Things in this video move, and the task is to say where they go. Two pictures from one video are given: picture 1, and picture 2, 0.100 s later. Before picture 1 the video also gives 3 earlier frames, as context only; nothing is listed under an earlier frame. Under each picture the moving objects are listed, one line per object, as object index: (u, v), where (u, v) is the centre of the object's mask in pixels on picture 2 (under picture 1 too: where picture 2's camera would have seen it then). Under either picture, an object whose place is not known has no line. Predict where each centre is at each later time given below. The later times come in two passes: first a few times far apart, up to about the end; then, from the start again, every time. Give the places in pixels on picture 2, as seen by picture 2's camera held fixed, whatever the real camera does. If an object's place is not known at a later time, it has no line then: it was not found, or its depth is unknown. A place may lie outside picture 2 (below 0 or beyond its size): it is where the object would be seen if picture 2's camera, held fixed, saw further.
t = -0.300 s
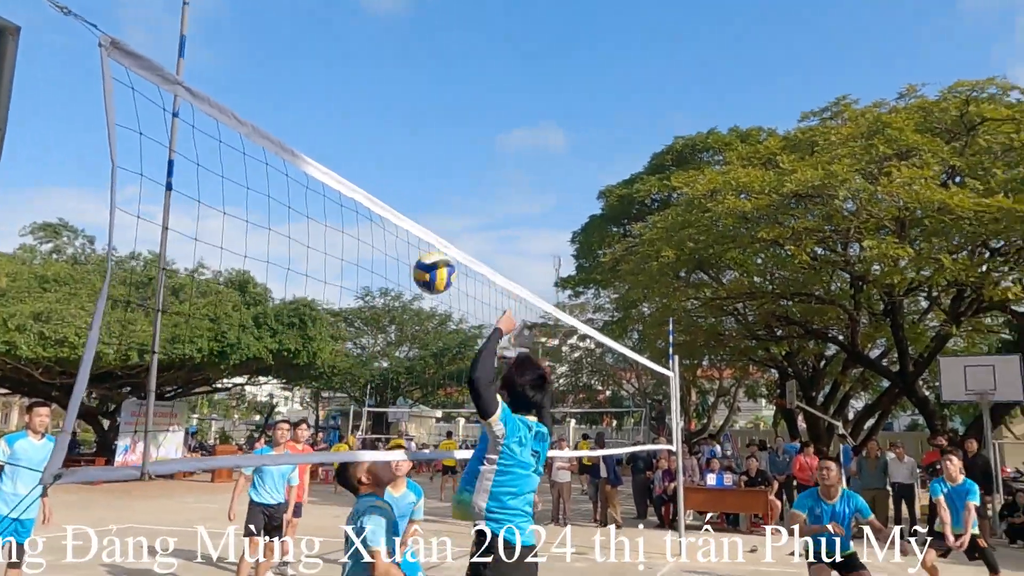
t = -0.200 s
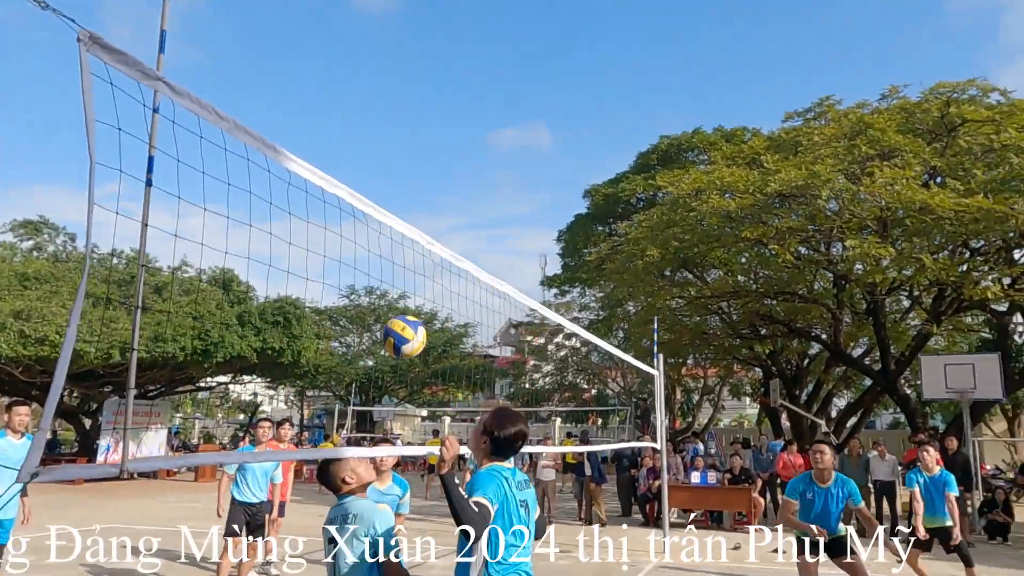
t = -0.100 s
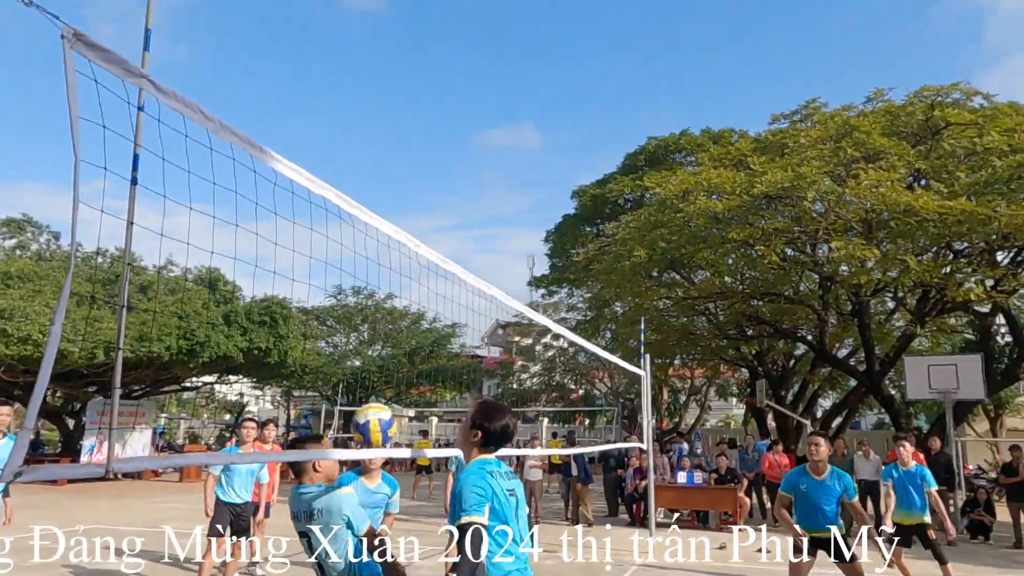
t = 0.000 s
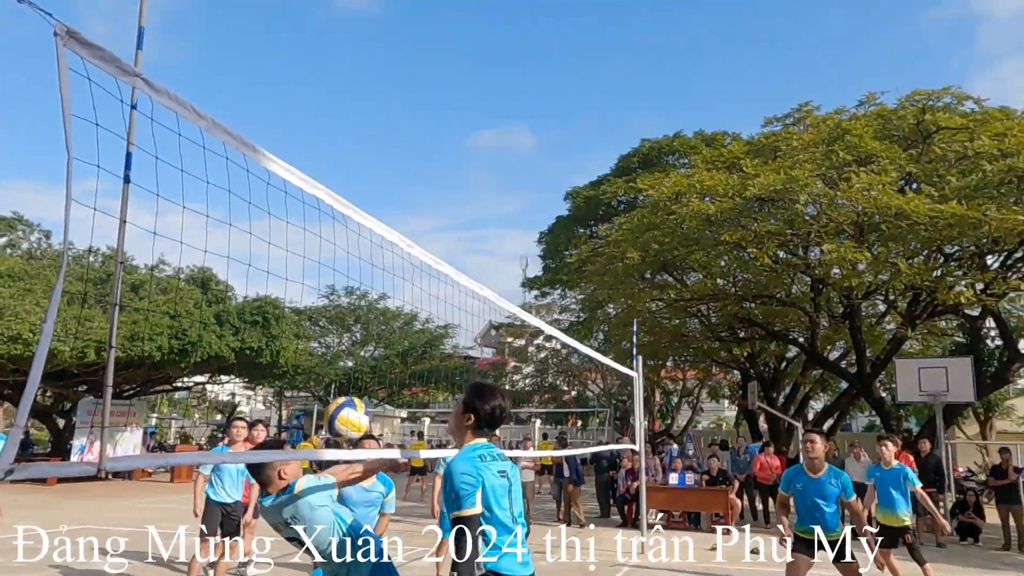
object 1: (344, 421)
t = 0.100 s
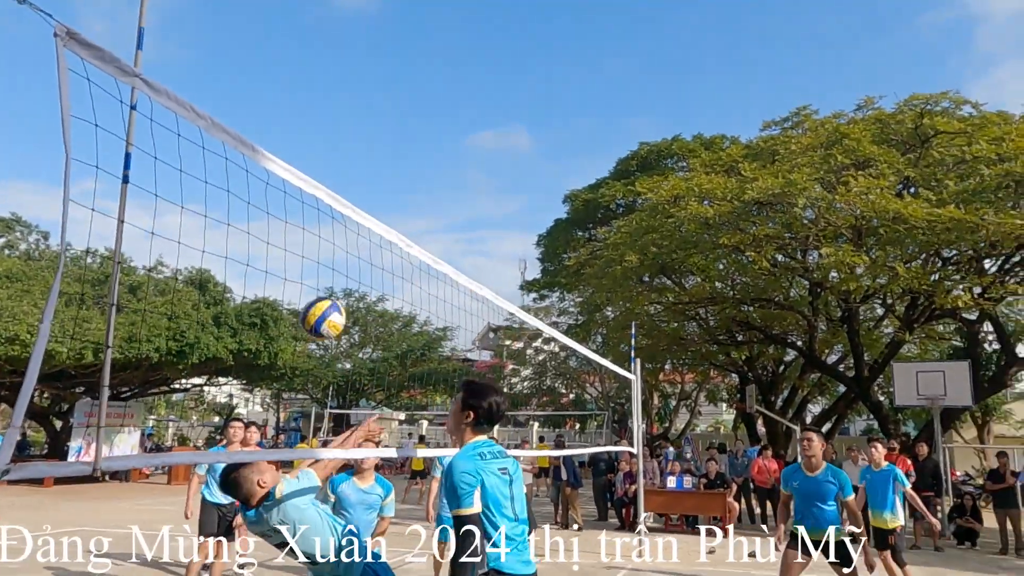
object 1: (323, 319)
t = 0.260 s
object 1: (290, 206)
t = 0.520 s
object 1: (239, 126)
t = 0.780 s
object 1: (162, 189)
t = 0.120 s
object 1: (319, 301)
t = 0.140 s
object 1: (315, 284)
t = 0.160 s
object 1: (311, 269)
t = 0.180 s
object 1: (306, 255)
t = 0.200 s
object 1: (302, 241)
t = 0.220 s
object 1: (299, 228)
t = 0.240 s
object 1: (294, 216)
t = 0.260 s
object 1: (290, 206)
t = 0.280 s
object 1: (285, 197)
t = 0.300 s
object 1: (279, 191)
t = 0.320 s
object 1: (273, 185)
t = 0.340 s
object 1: (267, 179)
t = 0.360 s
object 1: (275, 152)
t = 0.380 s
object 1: (270, 147)
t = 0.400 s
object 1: (266, 143)
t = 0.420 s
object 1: (260, 139)
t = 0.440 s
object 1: (256, 135)
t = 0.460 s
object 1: (252, 132)
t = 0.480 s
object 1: (248, 130)
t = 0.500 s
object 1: (243, 127)
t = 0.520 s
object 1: (239, 126)
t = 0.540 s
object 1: (220, 146)
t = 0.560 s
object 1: (216, 145)
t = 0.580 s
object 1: (212, 145)
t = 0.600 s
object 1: (208, 144)
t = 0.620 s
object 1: (204, 145)
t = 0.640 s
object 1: (200, 147)
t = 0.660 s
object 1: (196, 149)
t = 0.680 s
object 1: (190, 153)
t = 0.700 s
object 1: (185, 159)
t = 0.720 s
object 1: (180, 166)
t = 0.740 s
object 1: (174, 173)
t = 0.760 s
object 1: (168, 181)
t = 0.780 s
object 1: (162, 189)
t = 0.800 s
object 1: (156, 198)
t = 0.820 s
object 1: (152, 208)
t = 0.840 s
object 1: (147, 219)
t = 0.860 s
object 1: (139, 231)
